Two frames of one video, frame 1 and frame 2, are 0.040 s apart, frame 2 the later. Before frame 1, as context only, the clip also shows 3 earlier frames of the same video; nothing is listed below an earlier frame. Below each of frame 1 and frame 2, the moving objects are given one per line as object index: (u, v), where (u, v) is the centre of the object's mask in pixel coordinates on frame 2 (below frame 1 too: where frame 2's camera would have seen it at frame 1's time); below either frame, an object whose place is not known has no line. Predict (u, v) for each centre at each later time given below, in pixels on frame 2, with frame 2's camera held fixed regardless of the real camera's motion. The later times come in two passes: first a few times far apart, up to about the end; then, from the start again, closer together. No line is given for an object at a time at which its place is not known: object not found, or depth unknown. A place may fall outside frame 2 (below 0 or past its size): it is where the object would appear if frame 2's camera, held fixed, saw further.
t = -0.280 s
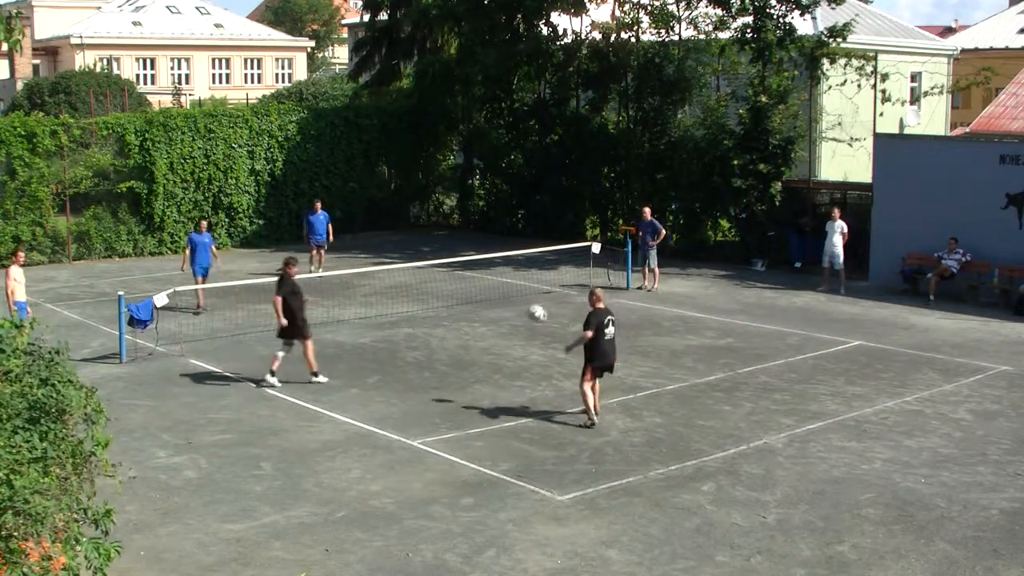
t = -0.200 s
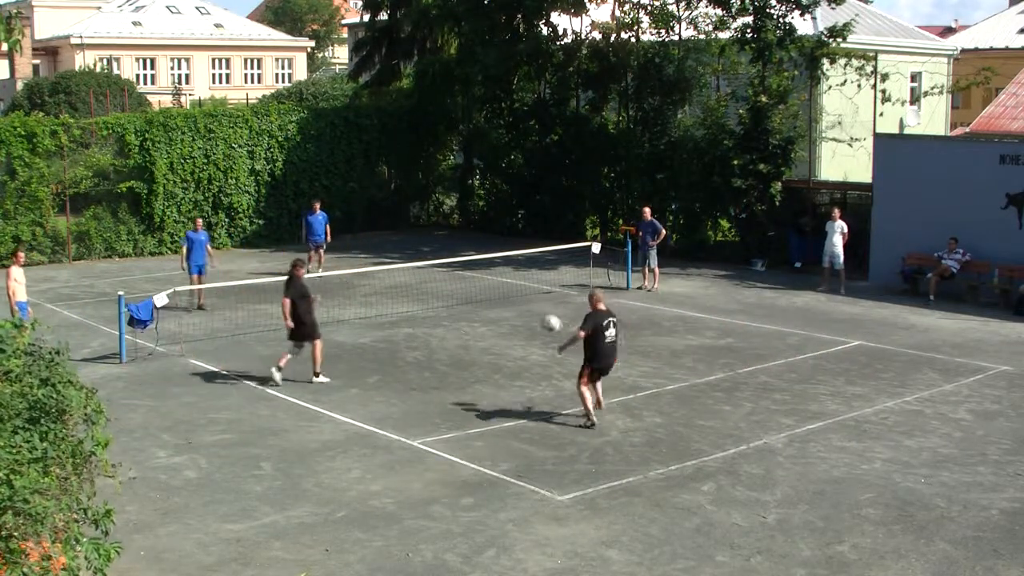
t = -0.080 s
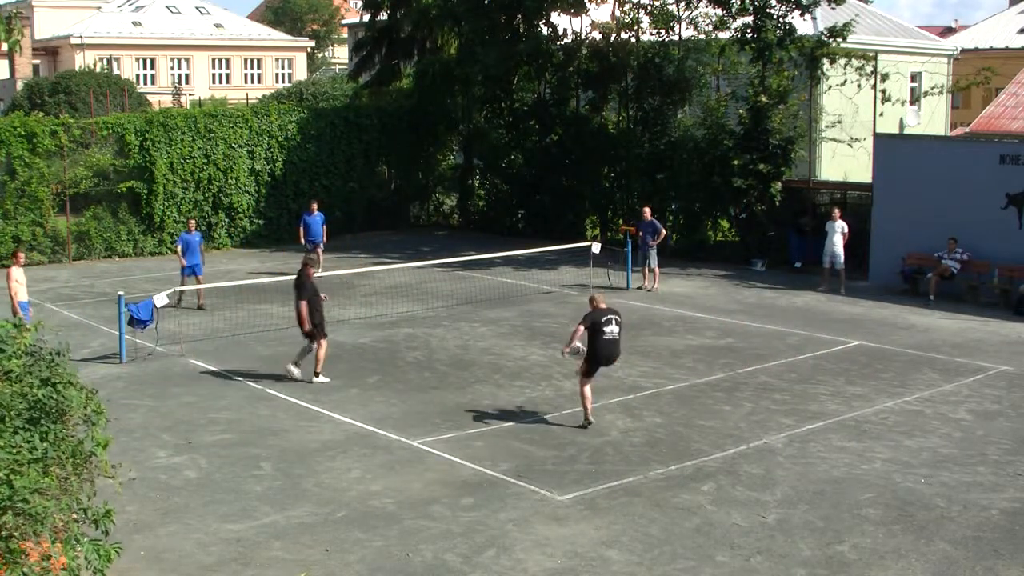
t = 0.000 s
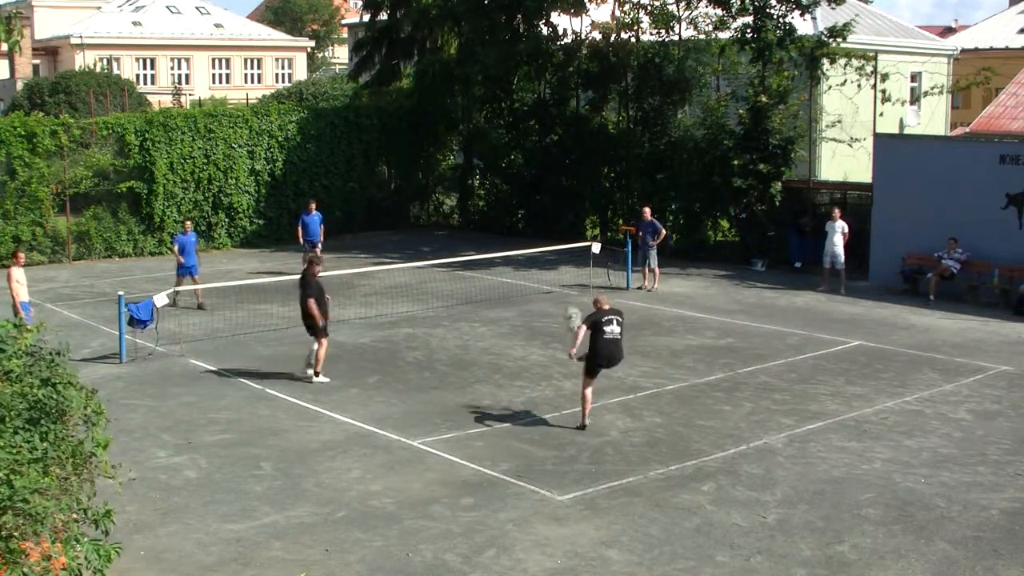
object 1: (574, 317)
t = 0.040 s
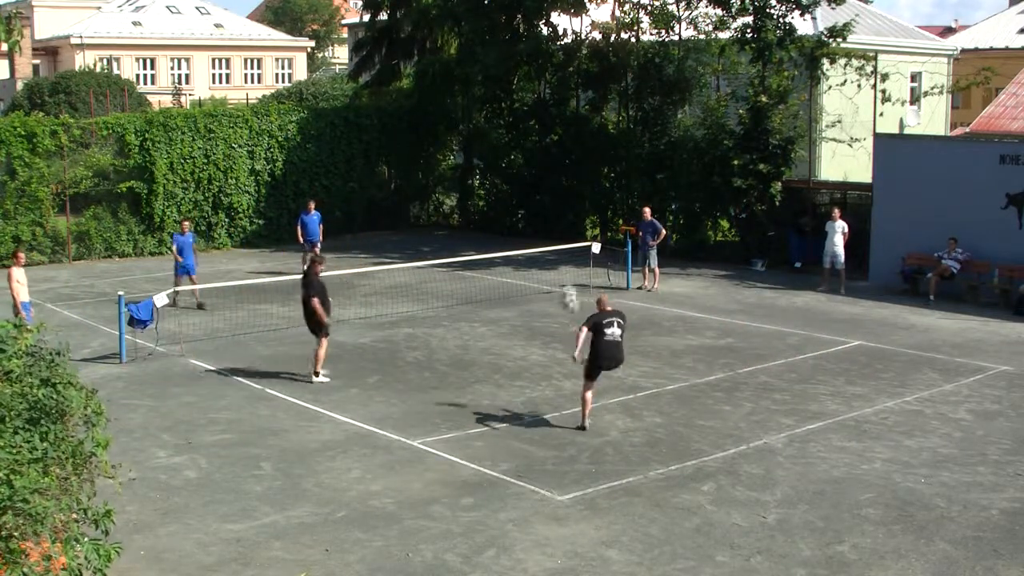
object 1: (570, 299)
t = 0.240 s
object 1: (546, 207)
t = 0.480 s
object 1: (519, 139)
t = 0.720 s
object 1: (492, 116)
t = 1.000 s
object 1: (465, 143)
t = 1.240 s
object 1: (443, 212)
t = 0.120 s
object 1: (560, 258)
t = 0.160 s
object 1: (555, 236)
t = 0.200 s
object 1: (551, 222)
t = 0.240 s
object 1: (546, 207)
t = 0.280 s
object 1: (541, 192)
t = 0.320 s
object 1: (536, 179)
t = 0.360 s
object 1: (532, 167)
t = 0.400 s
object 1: (527, 156)
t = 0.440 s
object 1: (523, 147)
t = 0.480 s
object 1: (519, 139)
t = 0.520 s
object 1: (514, 132)
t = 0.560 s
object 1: (509, 126)
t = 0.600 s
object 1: (505, 122)
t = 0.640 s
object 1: (501, 119)
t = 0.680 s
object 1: (497, 117)
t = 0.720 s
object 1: (492, 116)
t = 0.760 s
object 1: (488, 117)
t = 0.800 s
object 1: (484, 118)
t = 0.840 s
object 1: (480, 121)
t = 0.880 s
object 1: (476, 125)
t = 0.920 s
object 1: (472, 130)
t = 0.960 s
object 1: (468, 136)
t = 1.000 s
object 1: (465, 143)
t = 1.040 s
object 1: (461, 152)
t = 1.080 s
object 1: (459, 160)
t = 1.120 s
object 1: (454, 173)
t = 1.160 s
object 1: (451, 183)
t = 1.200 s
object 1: (447, 196)
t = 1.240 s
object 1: (443, 212)
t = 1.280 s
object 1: (440, 225)
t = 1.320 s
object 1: (437, 241)
